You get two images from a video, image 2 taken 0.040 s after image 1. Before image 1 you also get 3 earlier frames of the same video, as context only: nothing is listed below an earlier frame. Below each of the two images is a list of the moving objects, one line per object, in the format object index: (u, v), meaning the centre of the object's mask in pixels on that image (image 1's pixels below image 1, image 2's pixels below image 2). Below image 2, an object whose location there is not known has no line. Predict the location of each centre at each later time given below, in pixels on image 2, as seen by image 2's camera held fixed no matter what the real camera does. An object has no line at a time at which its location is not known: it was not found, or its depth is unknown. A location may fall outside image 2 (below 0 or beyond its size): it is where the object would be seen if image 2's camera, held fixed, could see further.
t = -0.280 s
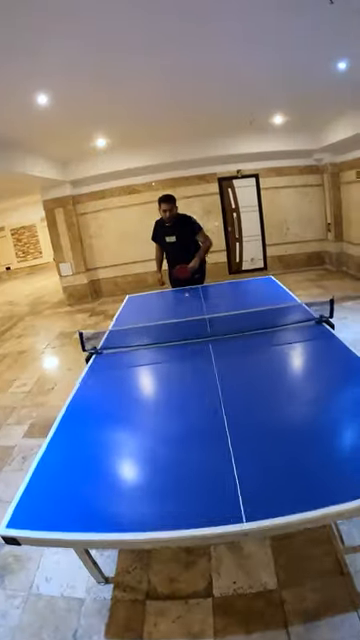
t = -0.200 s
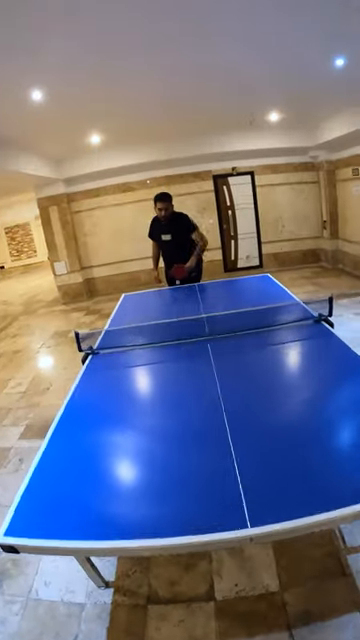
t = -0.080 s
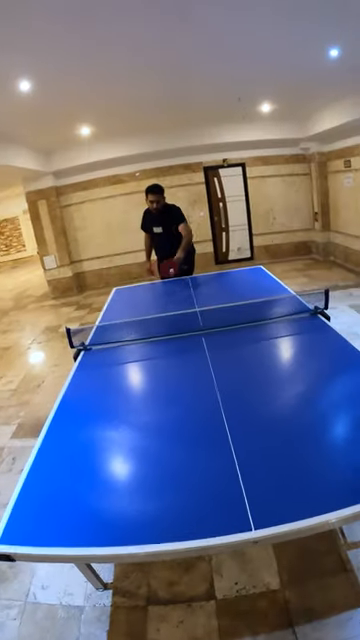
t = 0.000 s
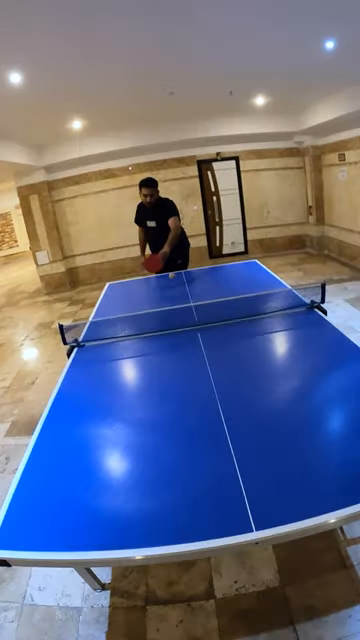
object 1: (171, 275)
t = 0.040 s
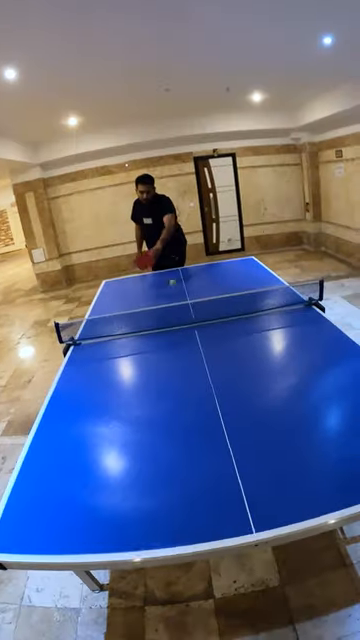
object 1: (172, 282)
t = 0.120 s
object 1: (183, 316)
